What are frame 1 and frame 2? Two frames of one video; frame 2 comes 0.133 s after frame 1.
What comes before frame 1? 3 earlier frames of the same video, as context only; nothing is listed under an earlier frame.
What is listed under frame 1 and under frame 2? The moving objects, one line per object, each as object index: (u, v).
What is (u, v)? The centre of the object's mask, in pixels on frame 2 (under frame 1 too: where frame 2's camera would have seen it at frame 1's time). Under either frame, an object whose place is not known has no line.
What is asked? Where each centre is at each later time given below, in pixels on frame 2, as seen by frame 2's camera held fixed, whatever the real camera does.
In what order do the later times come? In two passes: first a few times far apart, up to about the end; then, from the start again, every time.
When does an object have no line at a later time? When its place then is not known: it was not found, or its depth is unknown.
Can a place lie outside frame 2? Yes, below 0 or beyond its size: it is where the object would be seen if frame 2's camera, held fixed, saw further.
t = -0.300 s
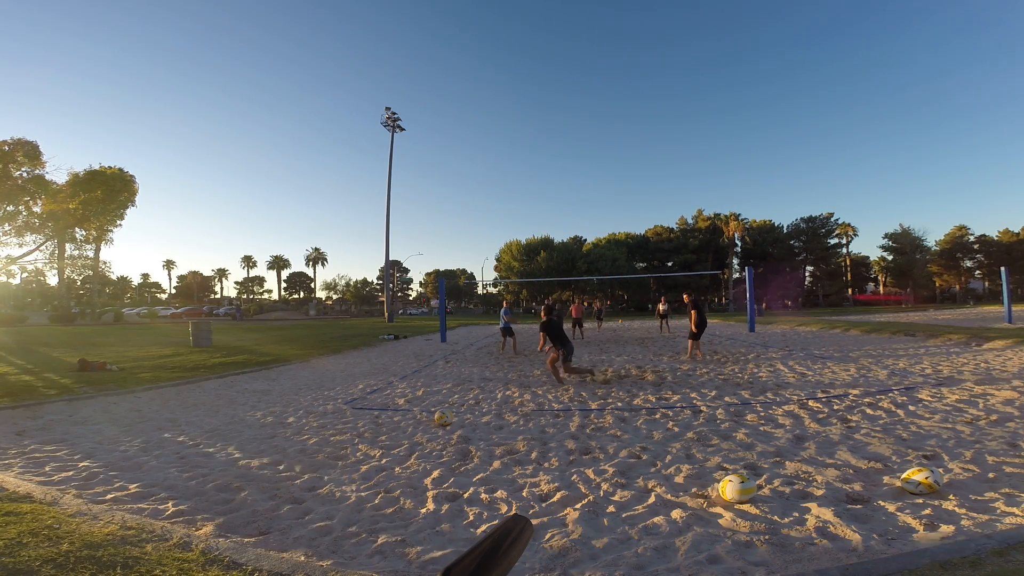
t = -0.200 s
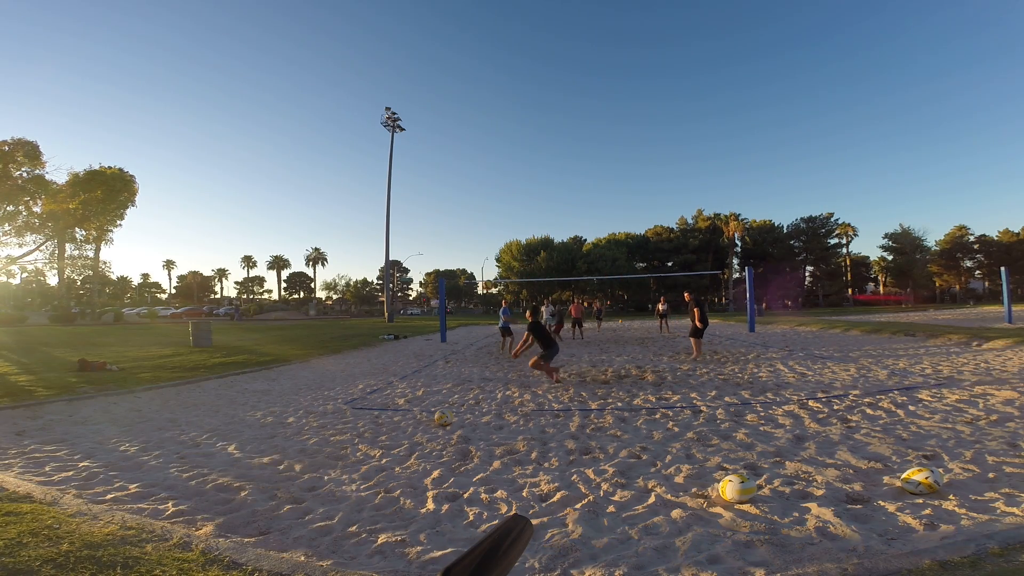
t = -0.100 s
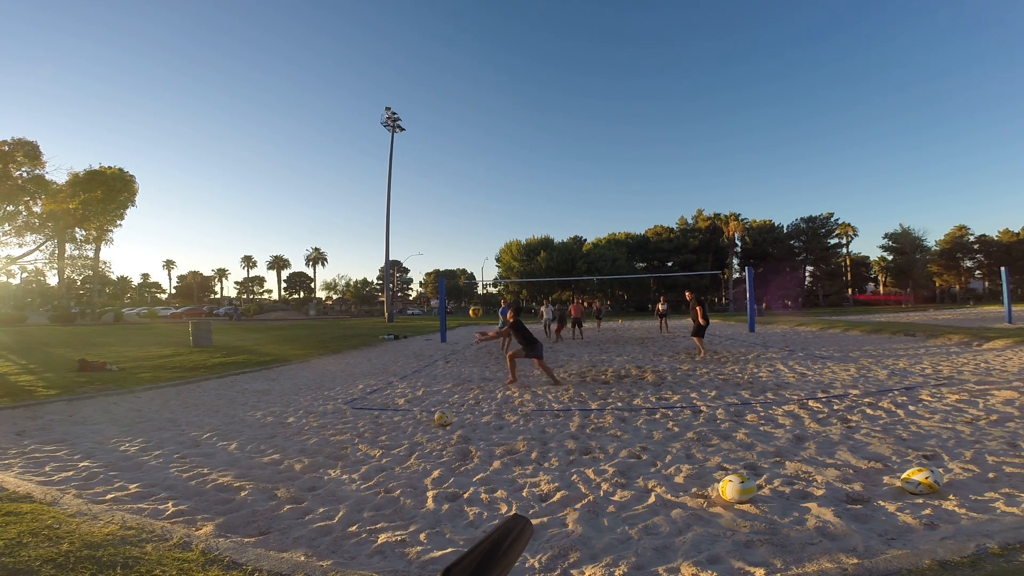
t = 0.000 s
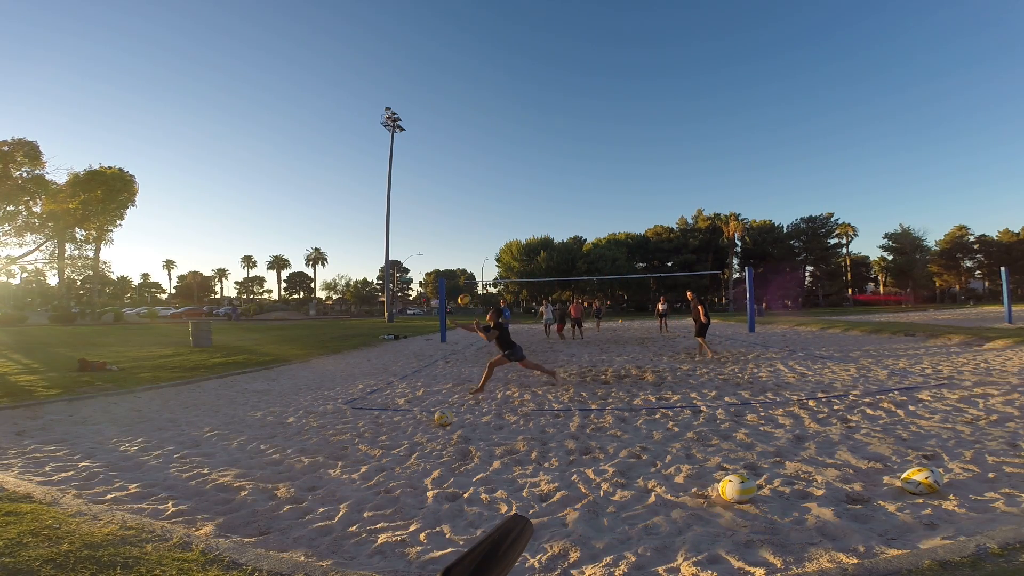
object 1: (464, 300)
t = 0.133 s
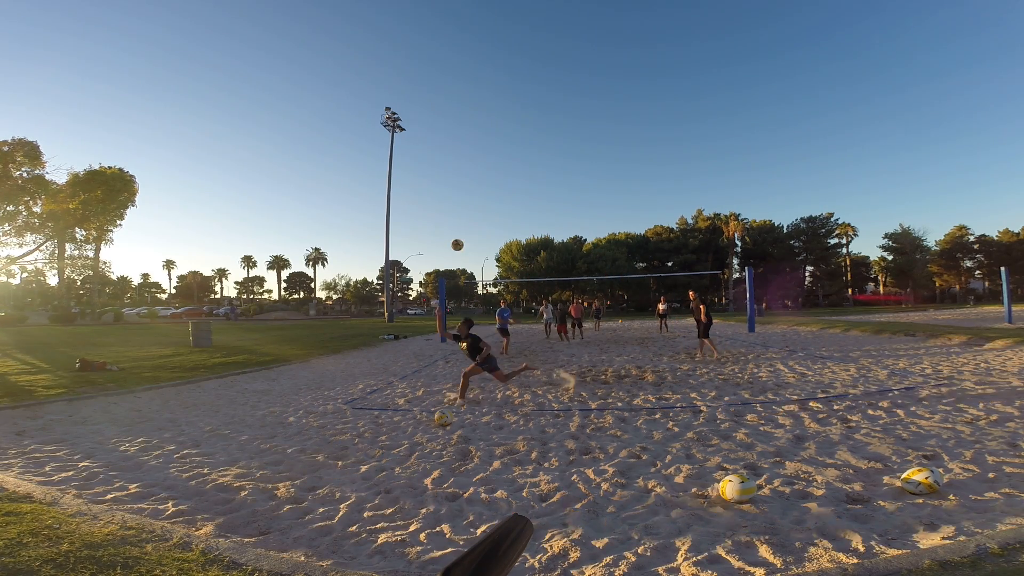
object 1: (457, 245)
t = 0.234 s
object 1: (453, 214)
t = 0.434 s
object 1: (447, 172)
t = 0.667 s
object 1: (441, 152)
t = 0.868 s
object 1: (437, 154)
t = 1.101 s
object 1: (432, 175)
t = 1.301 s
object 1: (428, 211)
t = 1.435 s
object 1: (426, 244)
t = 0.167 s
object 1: (456, 233)
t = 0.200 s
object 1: (454, 223)
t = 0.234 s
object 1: (453, 214)
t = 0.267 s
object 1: (452, 205)
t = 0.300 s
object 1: (451, 197)
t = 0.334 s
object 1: (450, 190)
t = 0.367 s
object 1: (449, 183)
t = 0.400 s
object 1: (448, 178)
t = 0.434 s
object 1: (447, 172)
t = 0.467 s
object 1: (446, 168)
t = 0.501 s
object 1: (445, 164)
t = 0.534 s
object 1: (444, 161)
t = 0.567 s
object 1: (444, 158)
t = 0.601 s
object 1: (443, 156)
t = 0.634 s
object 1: (442, 154)
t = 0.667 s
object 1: (441, 152)
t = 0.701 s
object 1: (441, 152)
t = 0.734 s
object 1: (440, 151)
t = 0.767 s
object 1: (439, 151)
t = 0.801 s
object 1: (438, 152)
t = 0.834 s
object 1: (438, 153)
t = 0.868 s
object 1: (437, 154)
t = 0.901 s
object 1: (436, 156)
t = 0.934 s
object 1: (436, 158)
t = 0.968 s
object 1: (435, 161)
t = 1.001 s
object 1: (434, 164)
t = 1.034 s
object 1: (434, 167)
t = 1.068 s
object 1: (433, 171)
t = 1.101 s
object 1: (432, 175)
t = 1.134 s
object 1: (432, 180)
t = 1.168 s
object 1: (431, 185)
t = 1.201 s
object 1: (430, 191)
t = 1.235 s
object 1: (430, 197)
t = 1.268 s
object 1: (429, 204)
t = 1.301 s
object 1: (428, 211)
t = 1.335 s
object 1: (428, 218)
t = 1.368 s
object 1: (427, 226)
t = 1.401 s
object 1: (427, 235)
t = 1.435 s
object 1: (426, 244)
